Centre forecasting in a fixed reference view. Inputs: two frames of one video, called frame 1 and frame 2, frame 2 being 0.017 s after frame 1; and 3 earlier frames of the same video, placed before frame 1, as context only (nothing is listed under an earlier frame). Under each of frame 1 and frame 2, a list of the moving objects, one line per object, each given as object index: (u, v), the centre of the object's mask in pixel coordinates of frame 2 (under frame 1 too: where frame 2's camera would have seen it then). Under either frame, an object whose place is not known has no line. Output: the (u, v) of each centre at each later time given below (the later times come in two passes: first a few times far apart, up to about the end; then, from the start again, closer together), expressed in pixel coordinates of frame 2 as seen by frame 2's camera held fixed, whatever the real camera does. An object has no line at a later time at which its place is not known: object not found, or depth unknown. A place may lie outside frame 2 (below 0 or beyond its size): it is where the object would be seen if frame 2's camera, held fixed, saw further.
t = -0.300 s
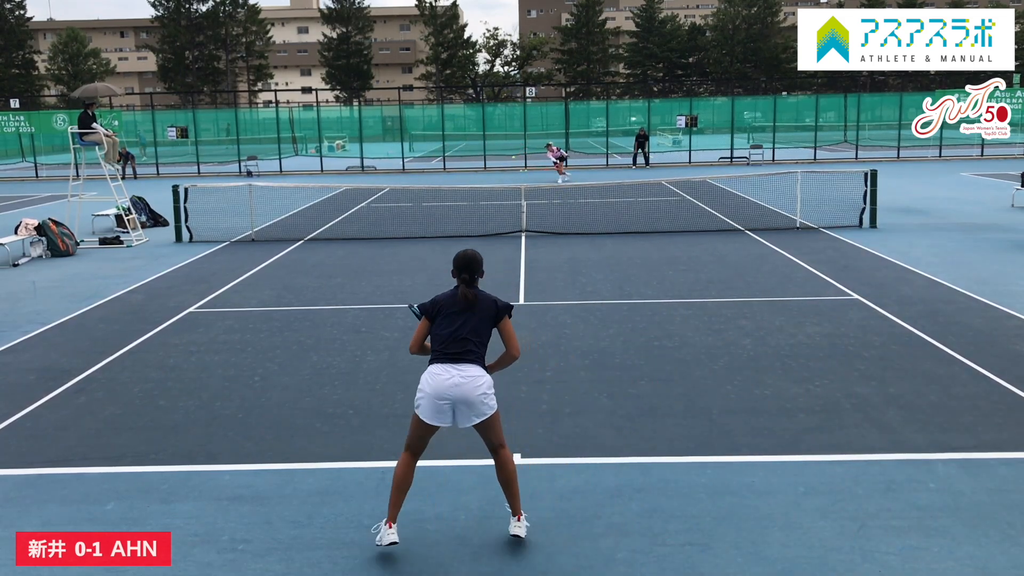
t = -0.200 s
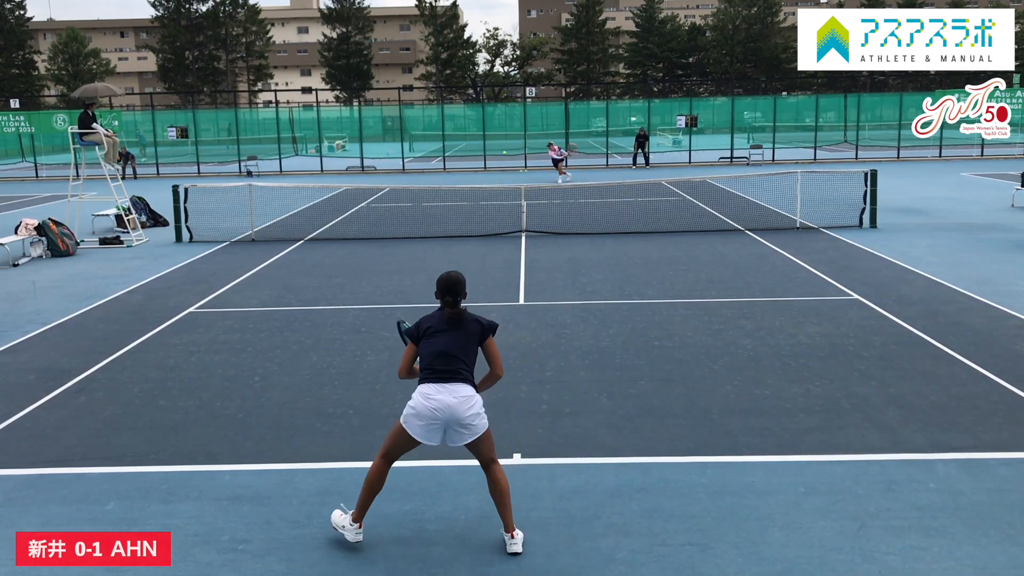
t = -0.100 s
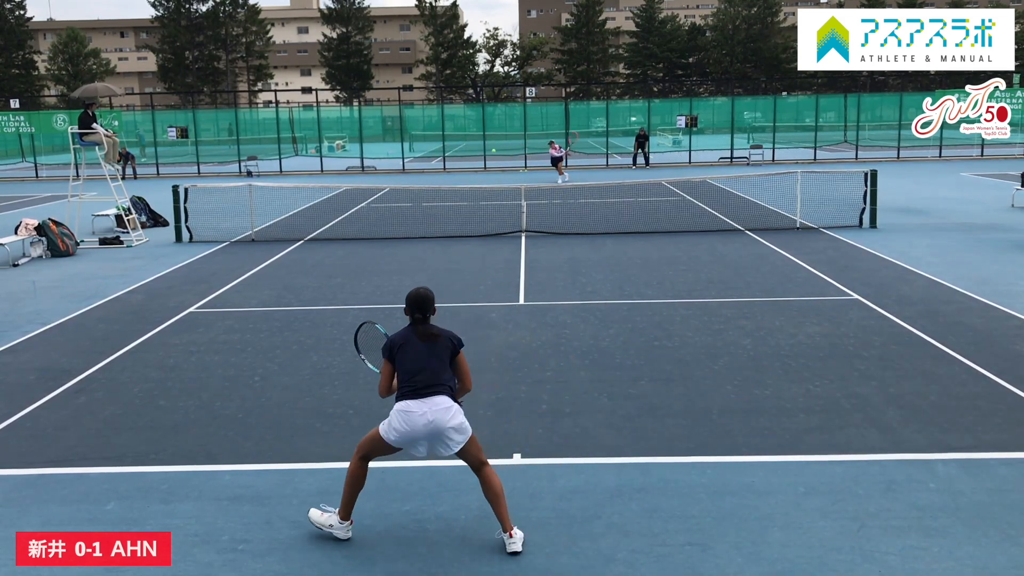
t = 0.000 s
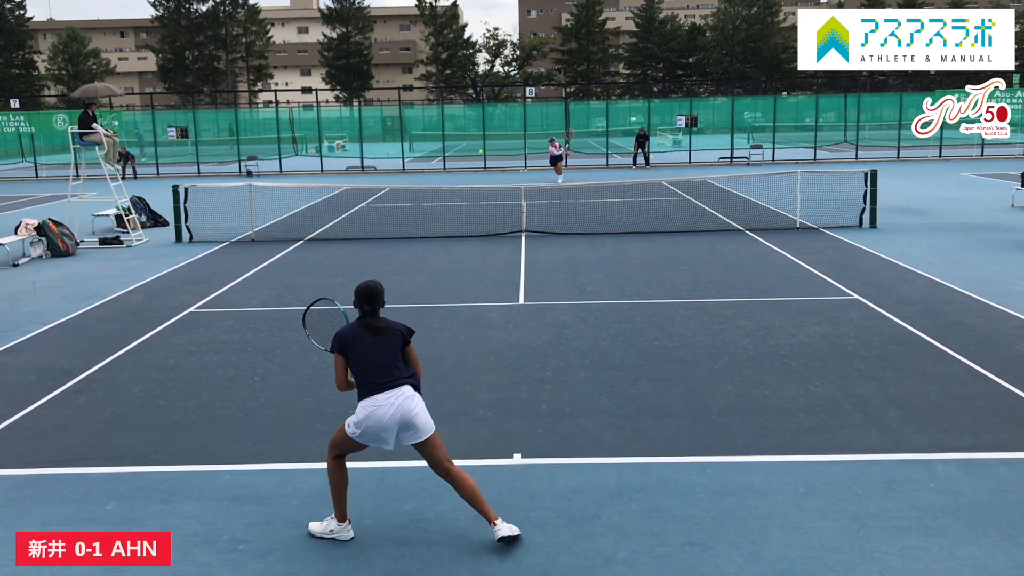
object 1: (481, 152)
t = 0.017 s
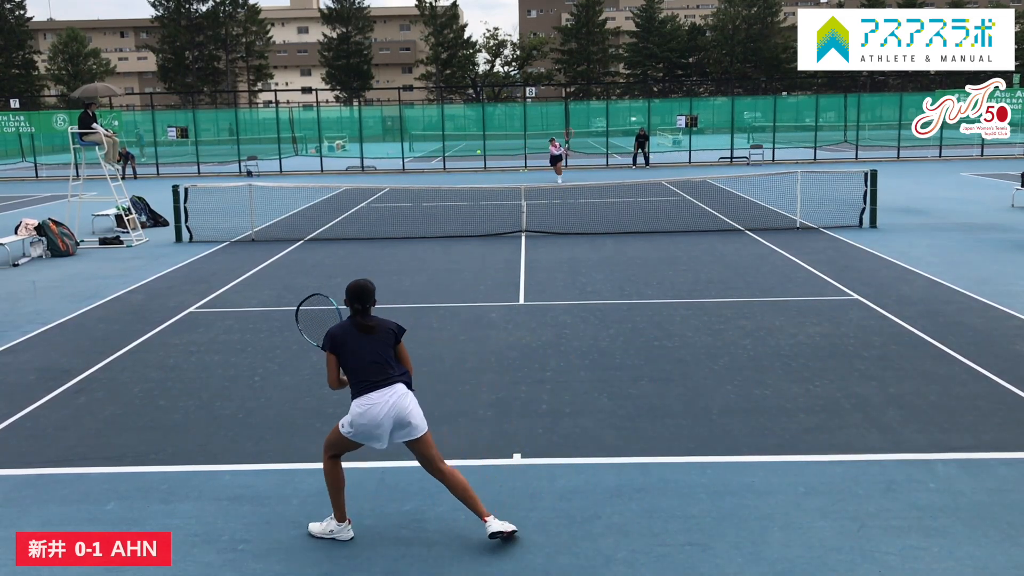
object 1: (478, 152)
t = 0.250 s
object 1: (438, 174)
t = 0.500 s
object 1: (373, 244)
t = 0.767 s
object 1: (275, 294)
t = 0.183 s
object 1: (450, 165)
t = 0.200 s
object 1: (448, 167)
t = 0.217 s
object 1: (444, 170)
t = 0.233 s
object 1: (441, 172)
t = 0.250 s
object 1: (438, 174)
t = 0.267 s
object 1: (435, 177)
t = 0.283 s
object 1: (431, 181)
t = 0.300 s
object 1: (427, 184)
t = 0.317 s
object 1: (423, 188)
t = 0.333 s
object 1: (419, 190)
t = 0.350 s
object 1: (416, 195)
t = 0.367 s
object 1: (411, 199)
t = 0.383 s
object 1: (407, 204)
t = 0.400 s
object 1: (402, 209)
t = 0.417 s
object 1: (397, 214)
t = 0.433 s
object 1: (393, 218)
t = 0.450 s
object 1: (389, 224)
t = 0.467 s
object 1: (383, 231)
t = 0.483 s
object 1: (378, 237)
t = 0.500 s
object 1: (373, 244)
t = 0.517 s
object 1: (367, 251)
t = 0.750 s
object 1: (281, 295)
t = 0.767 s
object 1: (275, 294)
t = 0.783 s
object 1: (268, 293)
